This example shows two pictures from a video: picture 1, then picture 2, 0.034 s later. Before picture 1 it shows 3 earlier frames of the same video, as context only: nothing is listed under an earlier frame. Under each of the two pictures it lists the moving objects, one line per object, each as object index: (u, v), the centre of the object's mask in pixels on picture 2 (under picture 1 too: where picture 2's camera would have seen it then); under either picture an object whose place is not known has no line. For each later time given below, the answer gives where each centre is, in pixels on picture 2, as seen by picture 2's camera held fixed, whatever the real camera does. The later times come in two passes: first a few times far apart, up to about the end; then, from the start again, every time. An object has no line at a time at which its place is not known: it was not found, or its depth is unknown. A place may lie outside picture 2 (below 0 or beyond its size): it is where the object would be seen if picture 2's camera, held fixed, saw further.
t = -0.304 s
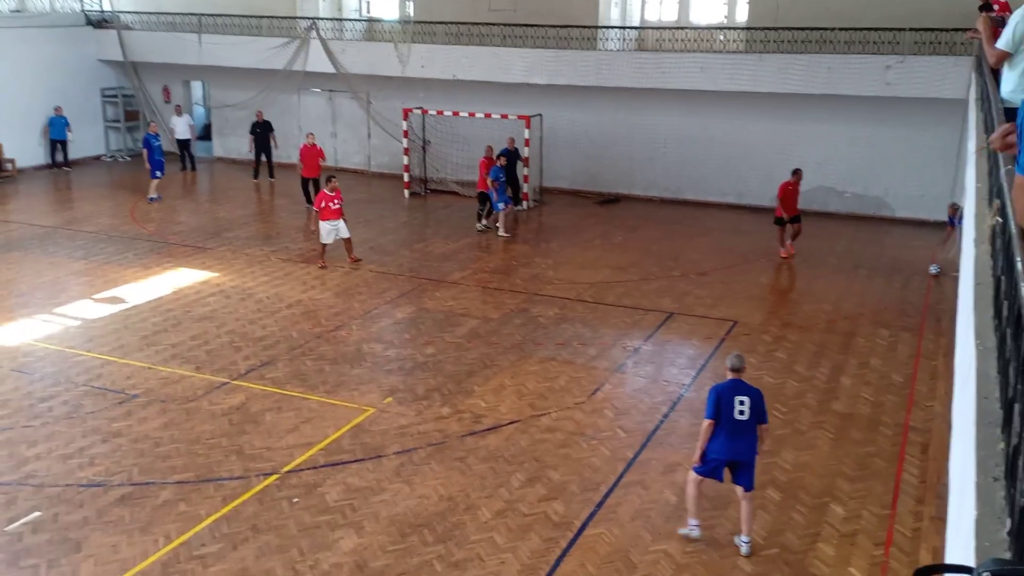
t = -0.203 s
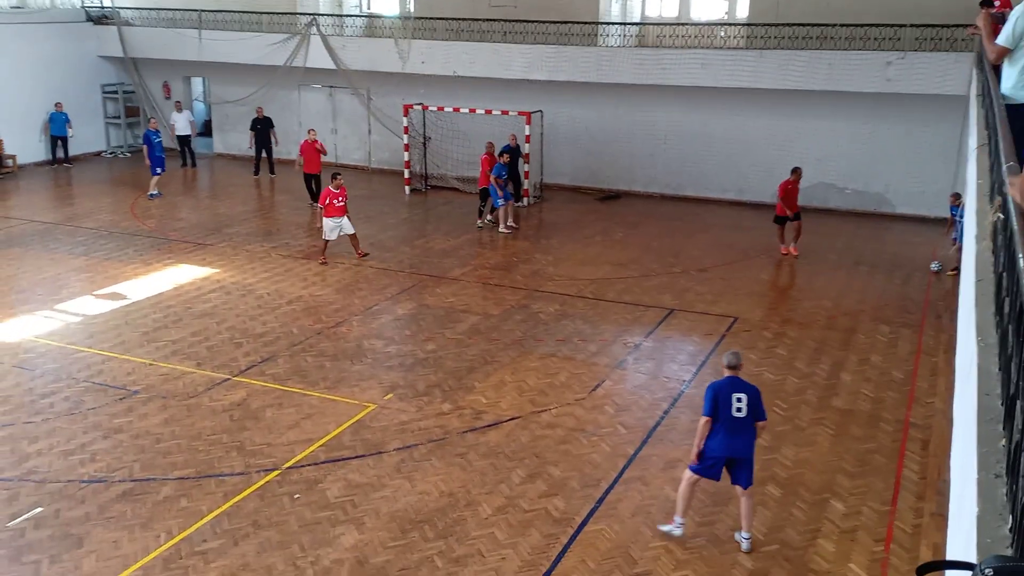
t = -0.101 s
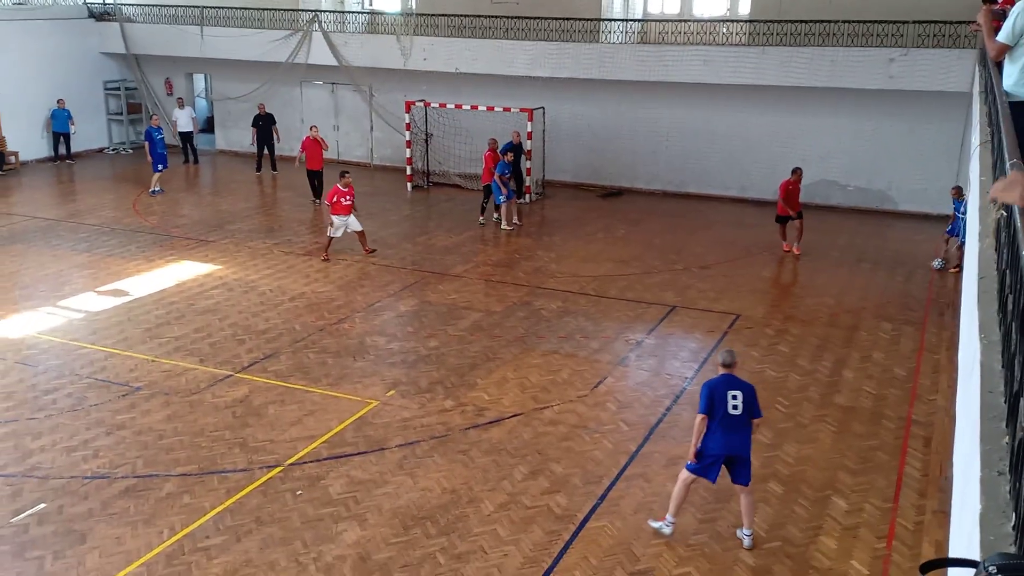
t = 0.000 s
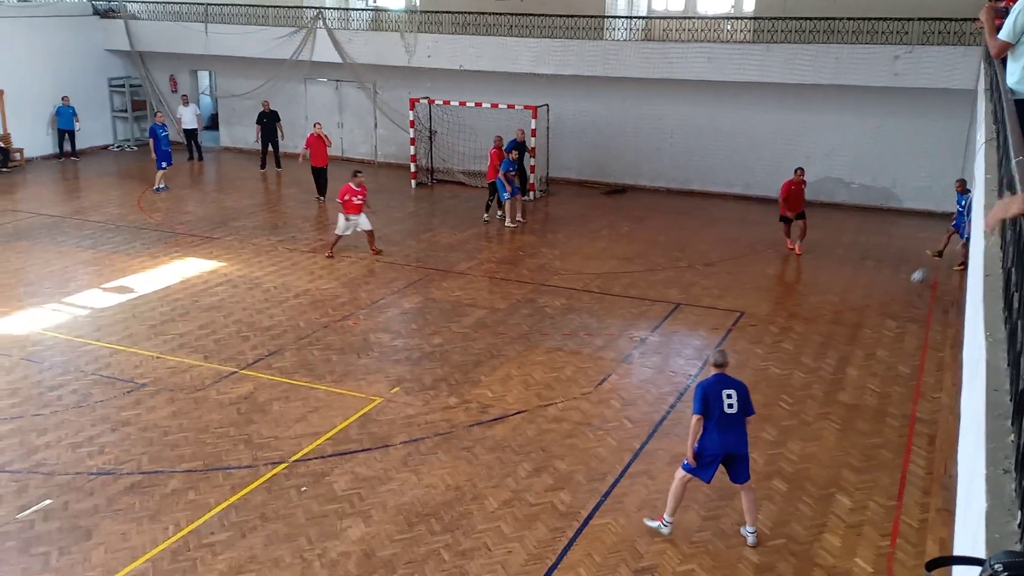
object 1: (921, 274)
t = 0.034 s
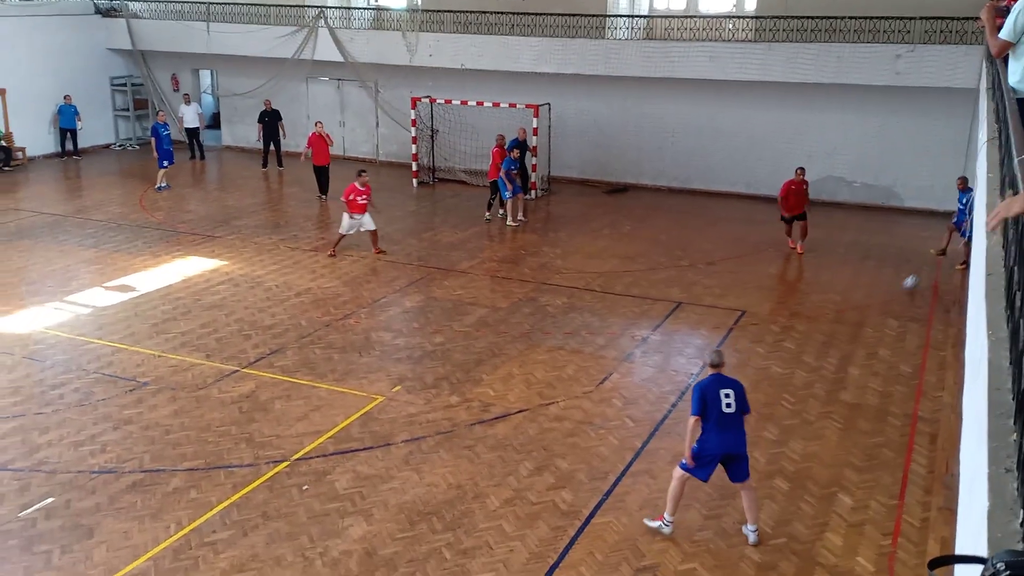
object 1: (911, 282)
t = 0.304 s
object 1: (832, 341)
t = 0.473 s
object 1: (778, 384)
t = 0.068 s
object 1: (901, 290)
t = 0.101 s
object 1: (891, 297)
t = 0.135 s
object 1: (882, 304)
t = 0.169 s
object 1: (872, 310)
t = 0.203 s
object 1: (862, 318)
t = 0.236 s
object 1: (853, 326)
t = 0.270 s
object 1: (843, 333)
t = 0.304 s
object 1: (832, 341)
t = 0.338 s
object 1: (821, 350)
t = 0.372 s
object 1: (810, 358)
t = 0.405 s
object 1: (800, 366)
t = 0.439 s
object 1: (789, 374)
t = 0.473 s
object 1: (778, 384)
